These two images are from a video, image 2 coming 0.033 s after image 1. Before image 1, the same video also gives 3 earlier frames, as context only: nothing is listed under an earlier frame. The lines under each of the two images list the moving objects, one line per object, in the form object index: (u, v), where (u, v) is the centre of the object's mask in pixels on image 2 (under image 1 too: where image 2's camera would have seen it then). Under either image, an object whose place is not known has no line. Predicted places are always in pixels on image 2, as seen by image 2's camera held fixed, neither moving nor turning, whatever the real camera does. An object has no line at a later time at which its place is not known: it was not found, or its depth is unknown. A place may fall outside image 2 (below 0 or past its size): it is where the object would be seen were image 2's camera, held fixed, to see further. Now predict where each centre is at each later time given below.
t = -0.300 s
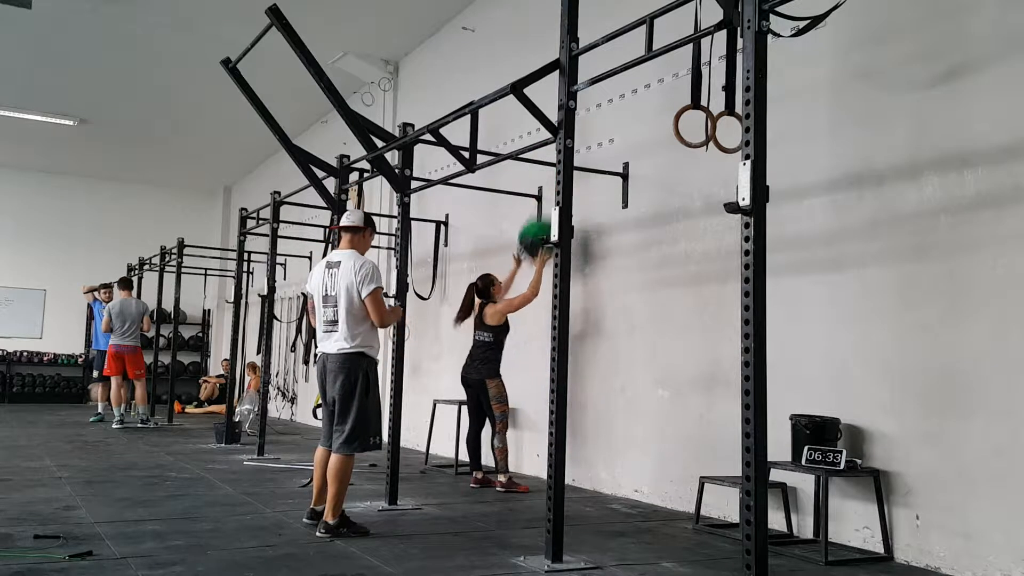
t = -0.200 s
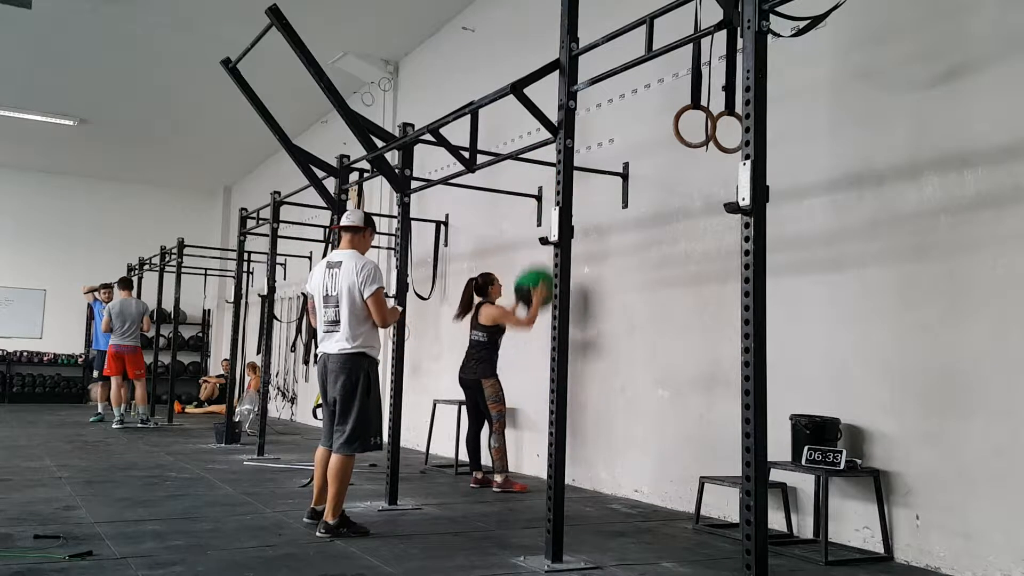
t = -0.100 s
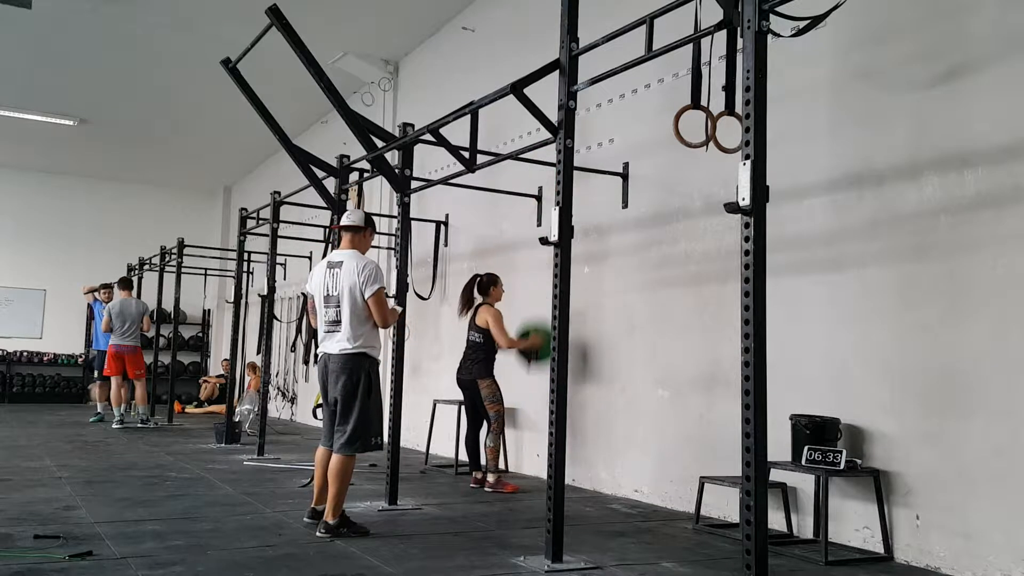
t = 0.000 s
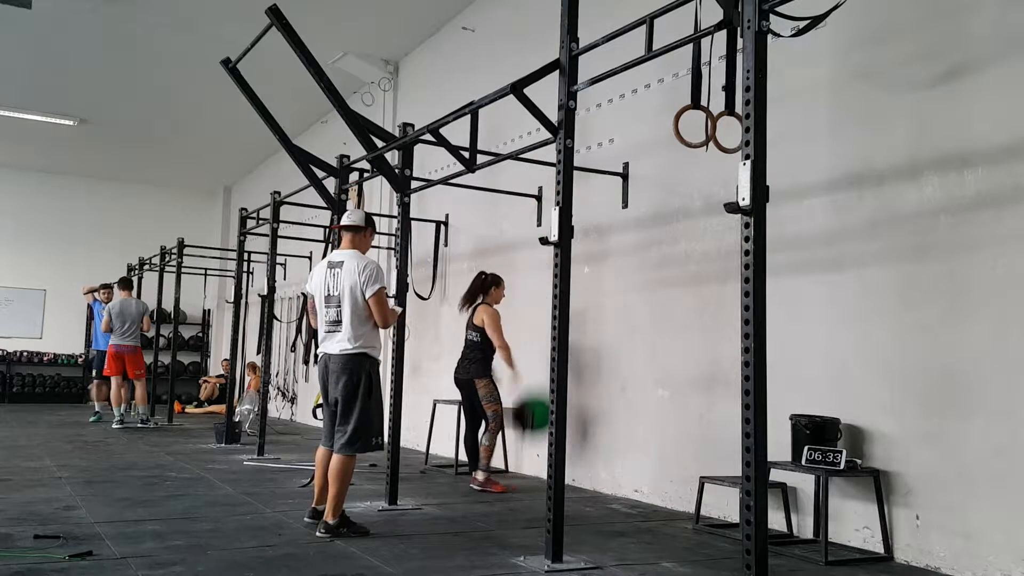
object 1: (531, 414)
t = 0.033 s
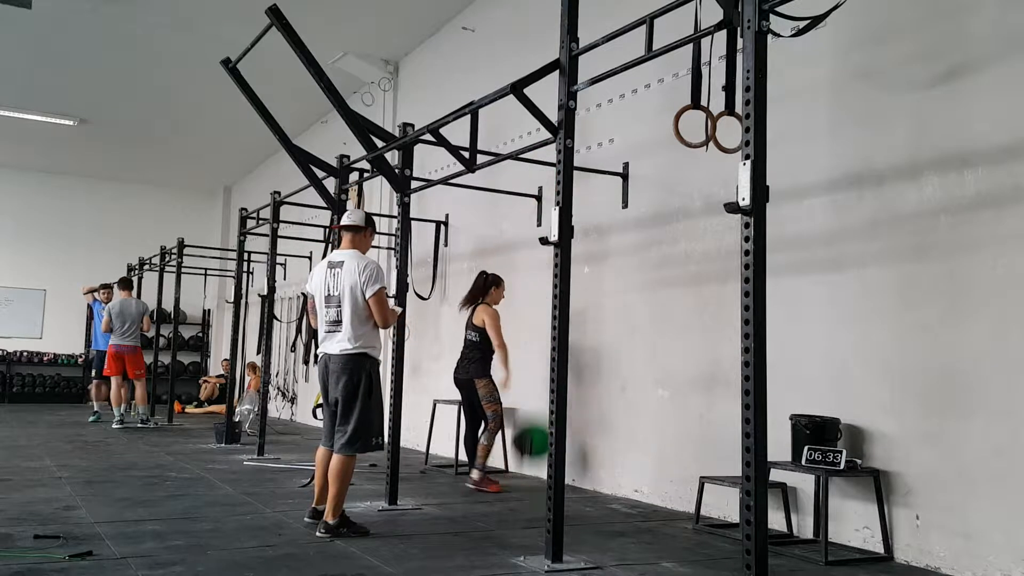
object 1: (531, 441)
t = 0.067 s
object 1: (529, 471)
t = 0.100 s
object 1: (529, 470)
